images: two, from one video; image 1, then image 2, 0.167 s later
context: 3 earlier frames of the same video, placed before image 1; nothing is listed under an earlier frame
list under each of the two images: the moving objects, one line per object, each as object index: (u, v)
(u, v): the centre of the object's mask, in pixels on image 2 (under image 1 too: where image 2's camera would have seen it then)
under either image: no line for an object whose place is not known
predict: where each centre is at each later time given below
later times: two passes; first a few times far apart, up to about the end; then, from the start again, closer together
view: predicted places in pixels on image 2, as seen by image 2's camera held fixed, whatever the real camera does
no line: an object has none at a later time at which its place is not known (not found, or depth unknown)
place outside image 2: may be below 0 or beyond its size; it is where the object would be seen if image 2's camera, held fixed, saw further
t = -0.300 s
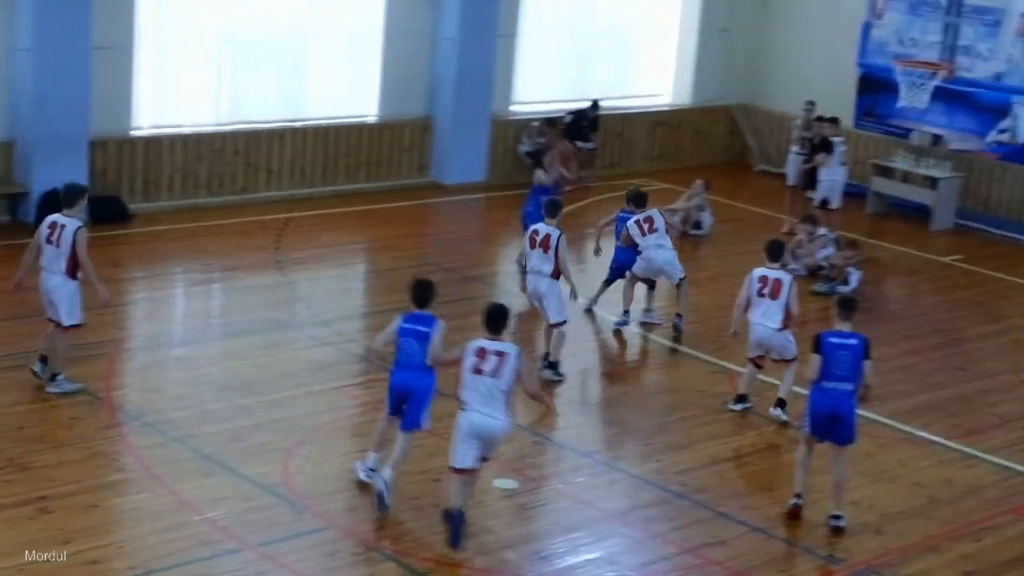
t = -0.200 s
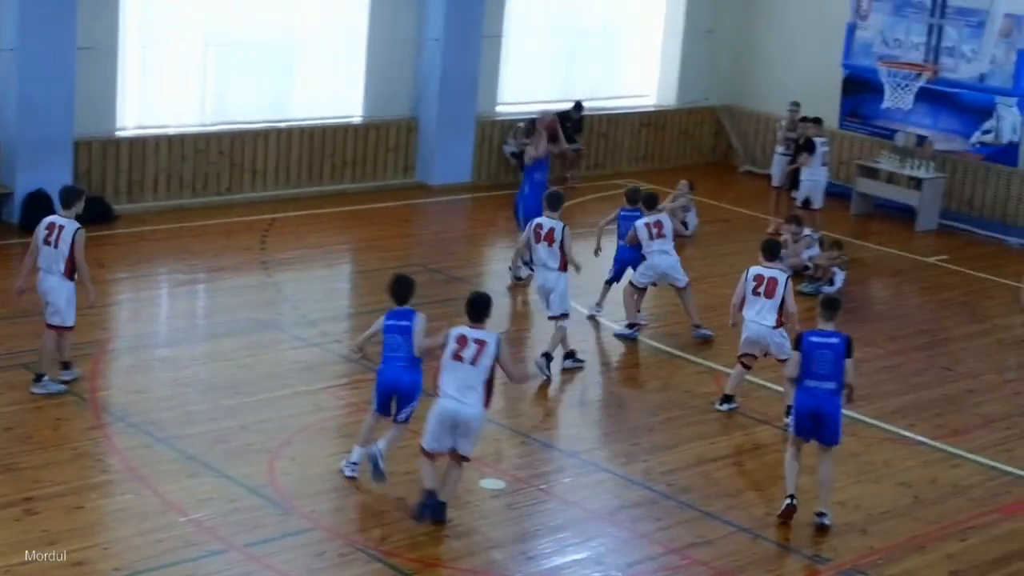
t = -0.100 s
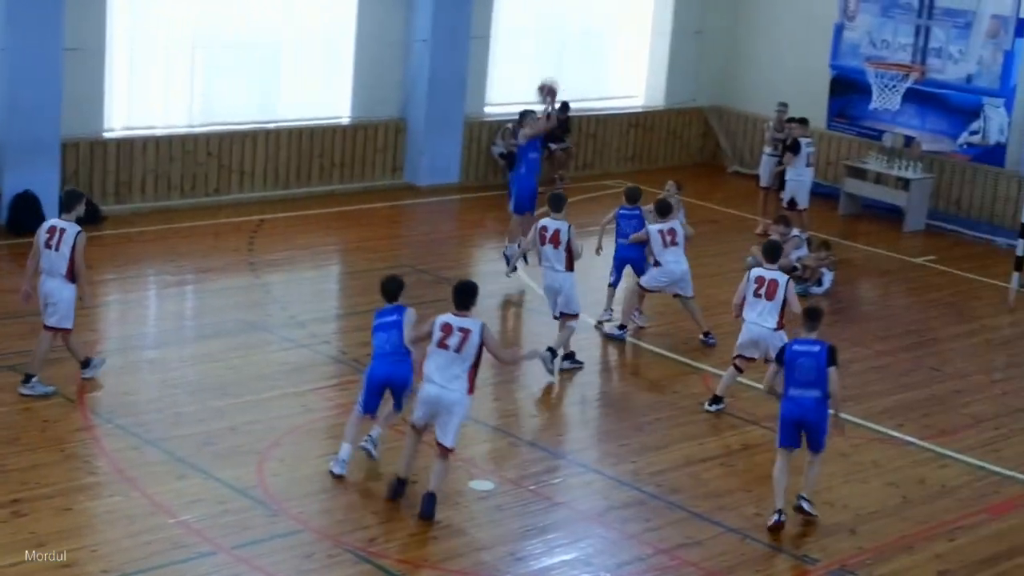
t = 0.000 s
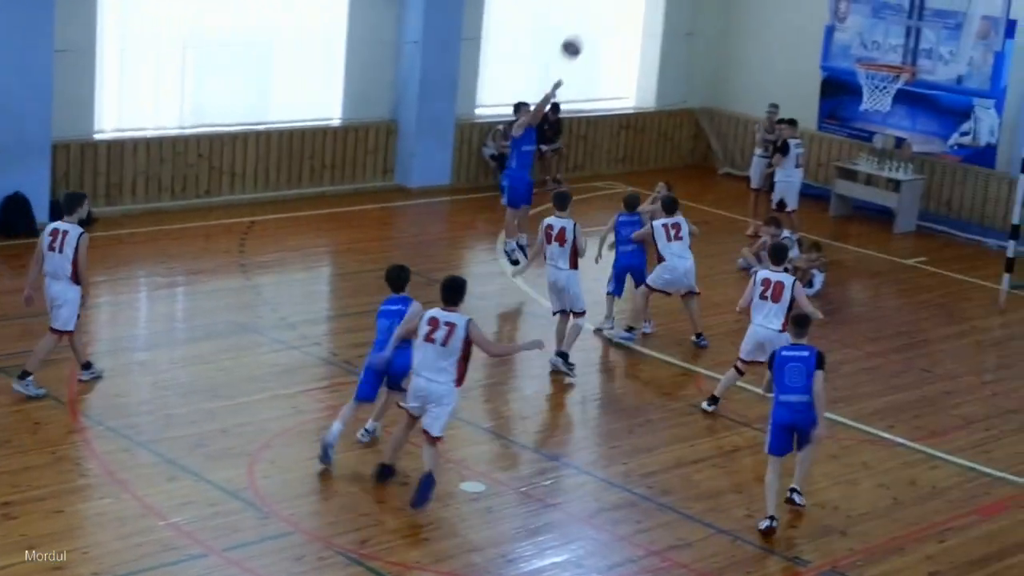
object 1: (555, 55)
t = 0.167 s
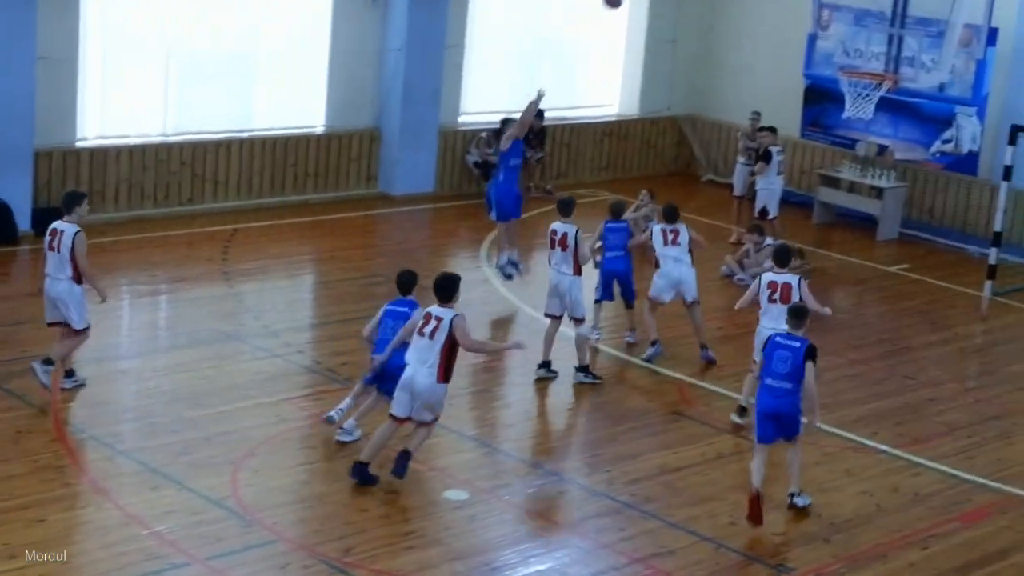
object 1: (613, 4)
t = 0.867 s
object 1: (850, 53)
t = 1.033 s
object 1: (886, 21)
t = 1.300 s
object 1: (932, 5)
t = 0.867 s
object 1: (850, 53)
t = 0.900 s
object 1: (858, 60)
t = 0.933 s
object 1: (864, 50)
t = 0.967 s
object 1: (873, 37)
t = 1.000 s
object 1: (880, 29)
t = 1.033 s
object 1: (886, 21)
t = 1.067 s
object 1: (893, 16)
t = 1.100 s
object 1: (898, 11)
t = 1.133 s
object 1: (904, 7)
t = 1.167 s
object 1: (910, 4)
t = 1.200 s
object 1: (916, 2)
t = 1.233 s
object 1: (922, 2)
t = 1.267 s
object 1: (927, 3)
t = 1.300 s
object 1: (932, 5)
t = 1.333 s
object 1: (937, 9)
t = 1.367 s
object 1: (941, 14)
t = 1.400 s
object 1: (945, 19)
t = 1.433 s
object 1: (950, 27)
